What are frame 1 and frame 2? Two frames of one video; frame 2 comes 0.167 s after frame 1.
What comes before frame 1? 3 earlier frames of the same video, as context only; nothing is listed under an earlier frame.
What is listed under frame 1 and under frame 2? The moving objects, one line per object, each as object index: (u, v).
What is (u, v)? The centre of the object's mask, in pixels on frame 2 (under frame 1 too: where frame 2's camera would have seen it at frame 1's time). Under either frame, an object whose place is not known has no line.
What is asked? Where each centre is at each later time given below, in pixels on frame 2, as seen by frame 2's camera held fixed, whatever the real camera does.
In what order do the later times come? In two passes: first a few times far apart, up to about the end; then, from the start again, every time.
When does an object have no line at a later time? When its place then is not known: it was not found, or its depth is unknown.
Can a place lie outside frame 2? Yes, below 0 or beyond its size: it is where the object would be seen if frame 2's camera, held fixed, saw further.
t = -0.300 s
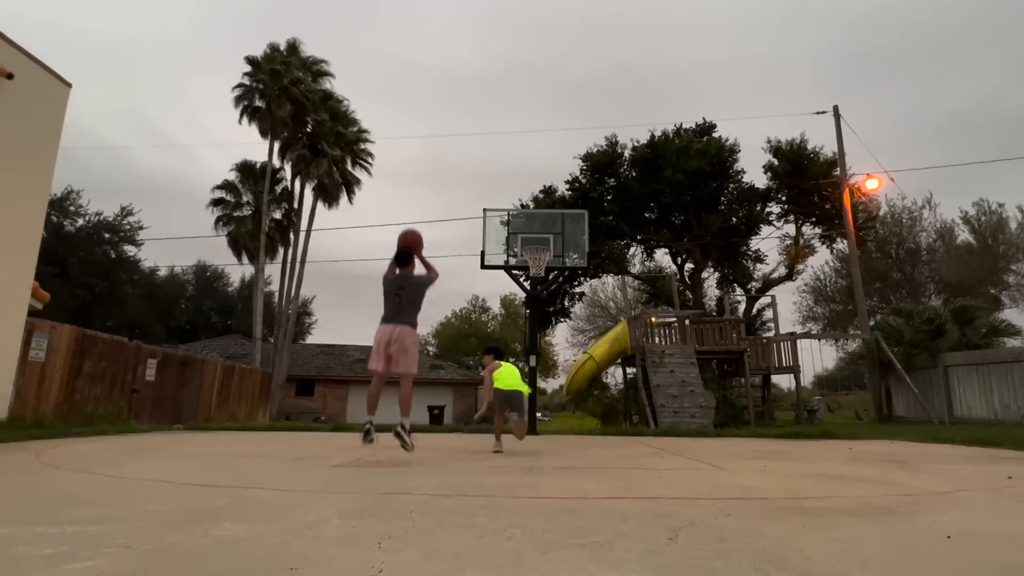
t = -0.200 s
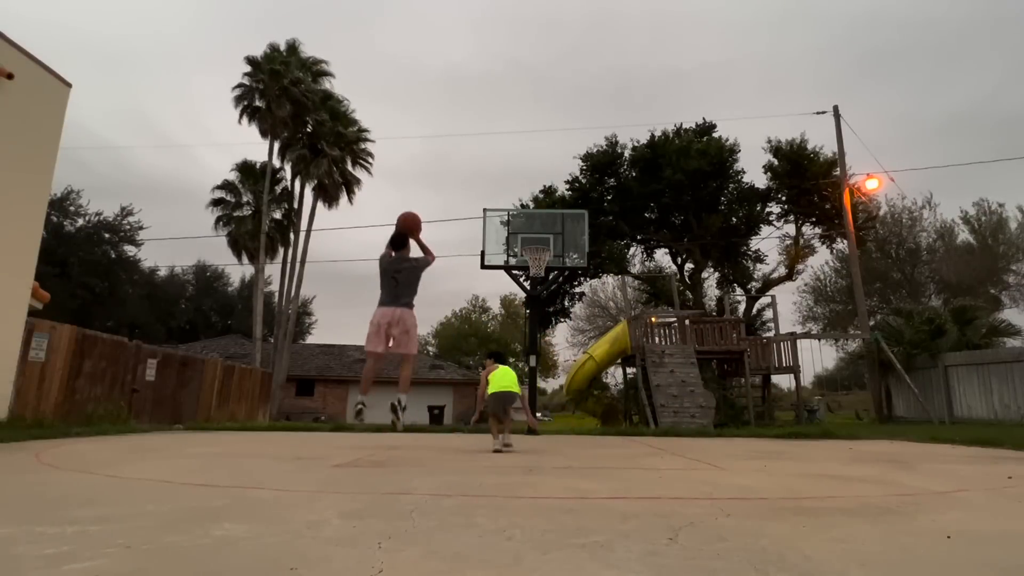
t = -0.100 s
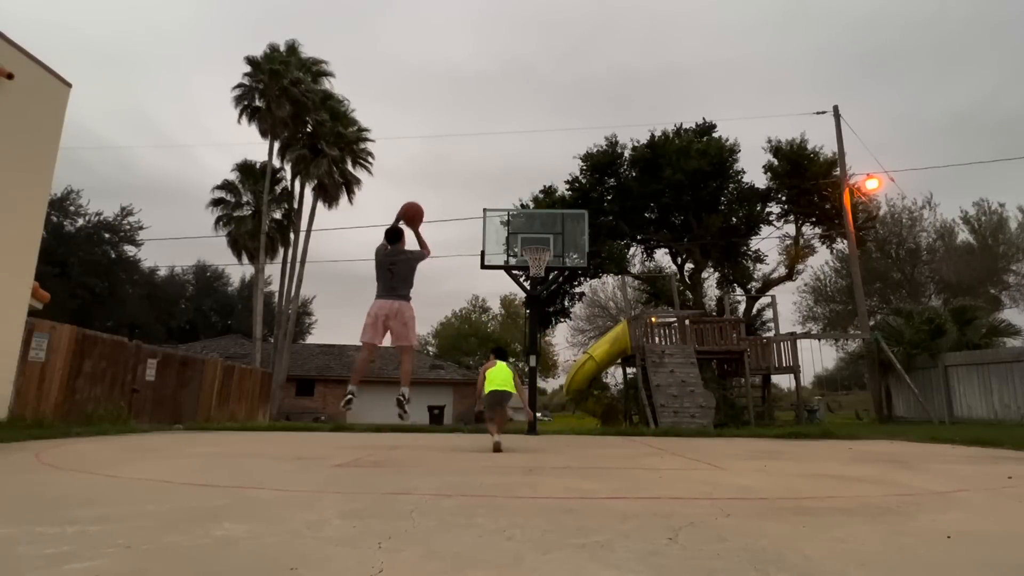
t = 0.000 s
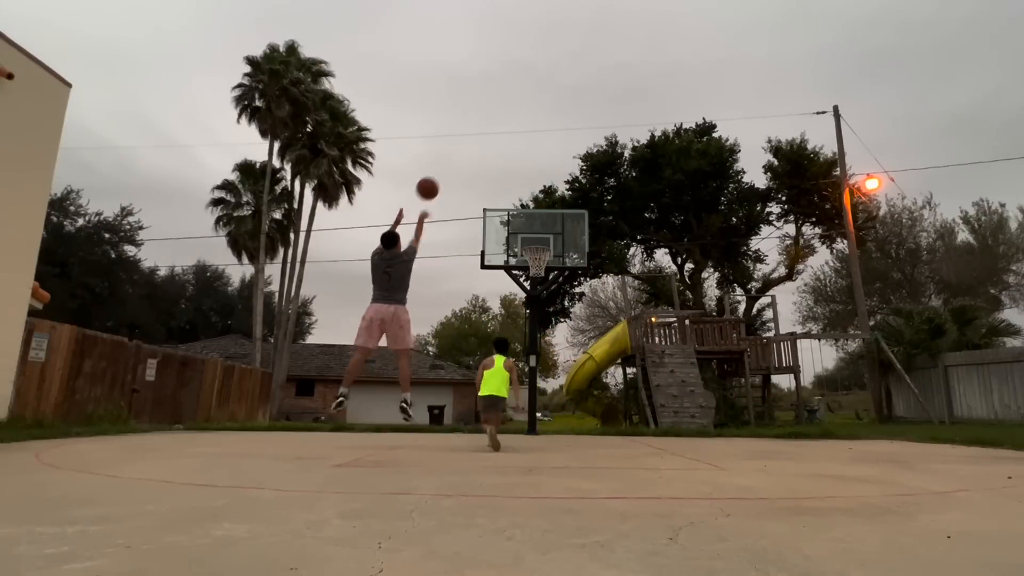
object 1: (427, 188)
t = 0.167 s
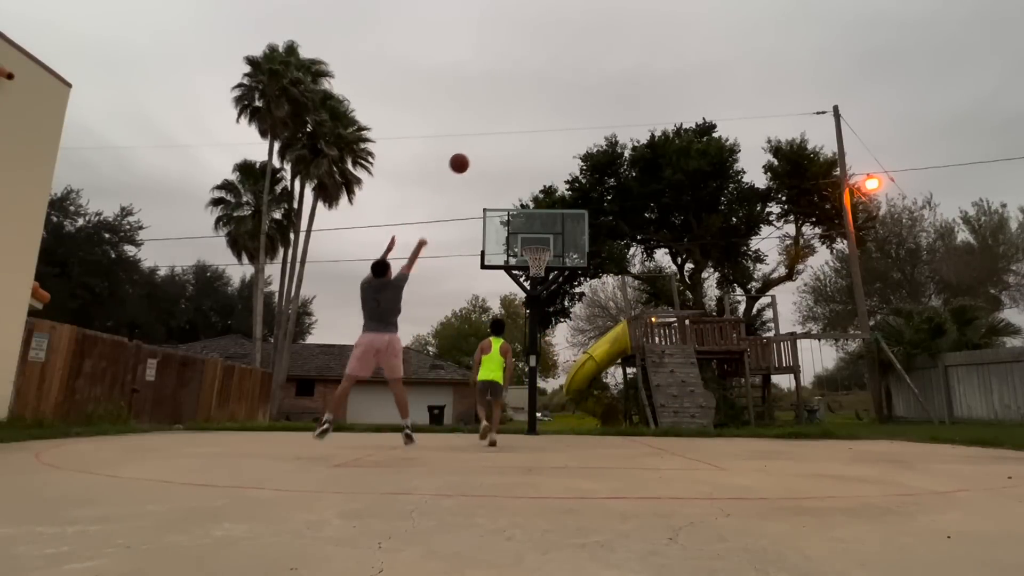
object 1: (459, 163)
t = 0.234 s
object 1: (470, 160)
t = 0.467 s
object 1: (500, 174)
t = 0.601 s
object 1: (514, 195)
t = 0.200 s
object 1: (464, 161)
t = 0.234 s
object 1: (470, 160)
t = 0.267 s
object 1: (475, 160)
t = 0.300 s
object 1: (479, 160)
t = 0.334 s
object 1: (484, 162)
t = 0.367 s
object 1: (488, 164)
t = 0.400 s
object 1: (492, 166)
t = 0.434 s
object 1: (496, 170)
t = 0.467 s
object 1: (500, 174)
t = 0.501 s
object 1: (504, 178)
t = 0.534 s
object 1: (507, 183)
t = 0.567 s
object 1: (510, 189)
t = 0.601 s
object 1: (514, 195)
